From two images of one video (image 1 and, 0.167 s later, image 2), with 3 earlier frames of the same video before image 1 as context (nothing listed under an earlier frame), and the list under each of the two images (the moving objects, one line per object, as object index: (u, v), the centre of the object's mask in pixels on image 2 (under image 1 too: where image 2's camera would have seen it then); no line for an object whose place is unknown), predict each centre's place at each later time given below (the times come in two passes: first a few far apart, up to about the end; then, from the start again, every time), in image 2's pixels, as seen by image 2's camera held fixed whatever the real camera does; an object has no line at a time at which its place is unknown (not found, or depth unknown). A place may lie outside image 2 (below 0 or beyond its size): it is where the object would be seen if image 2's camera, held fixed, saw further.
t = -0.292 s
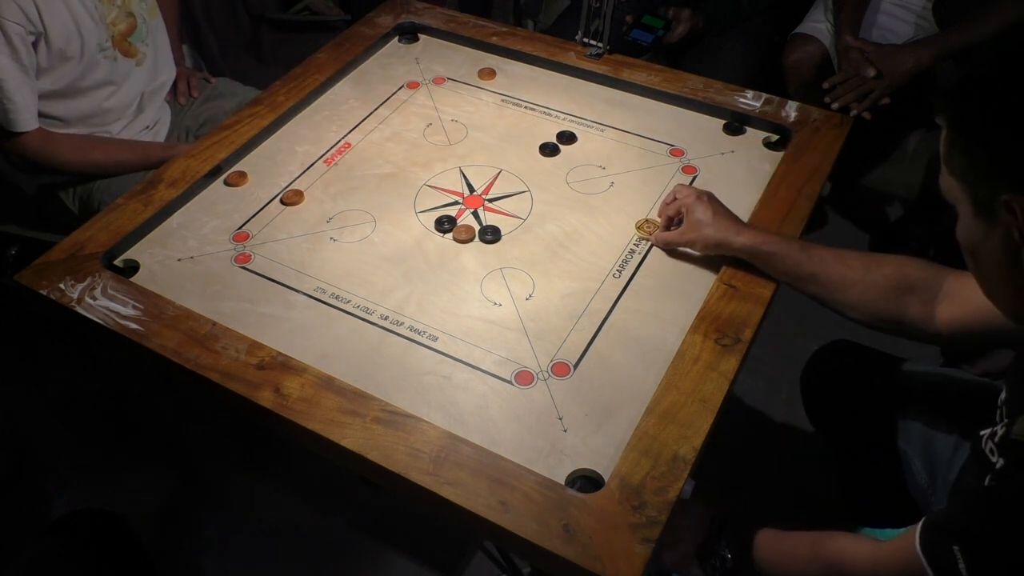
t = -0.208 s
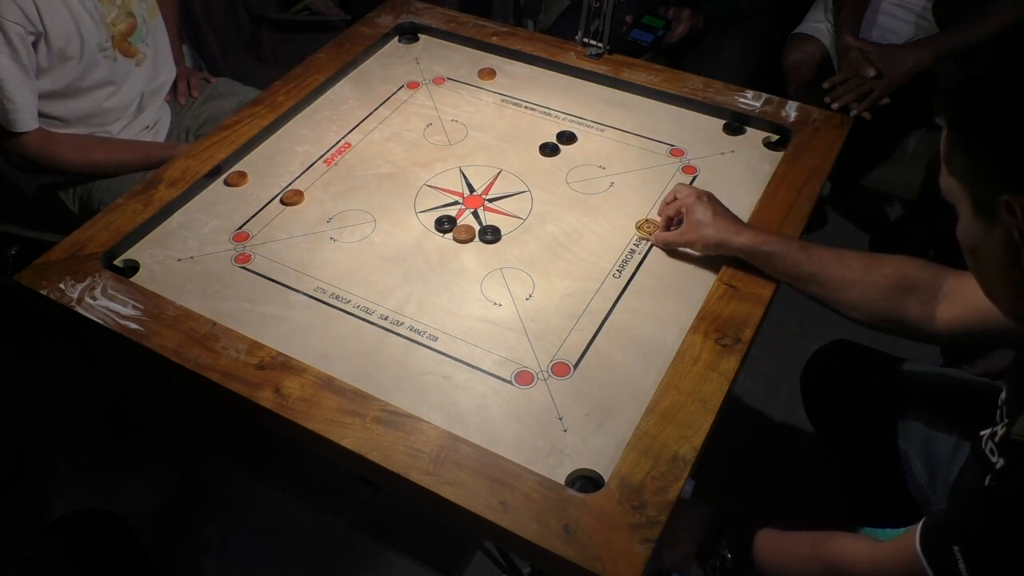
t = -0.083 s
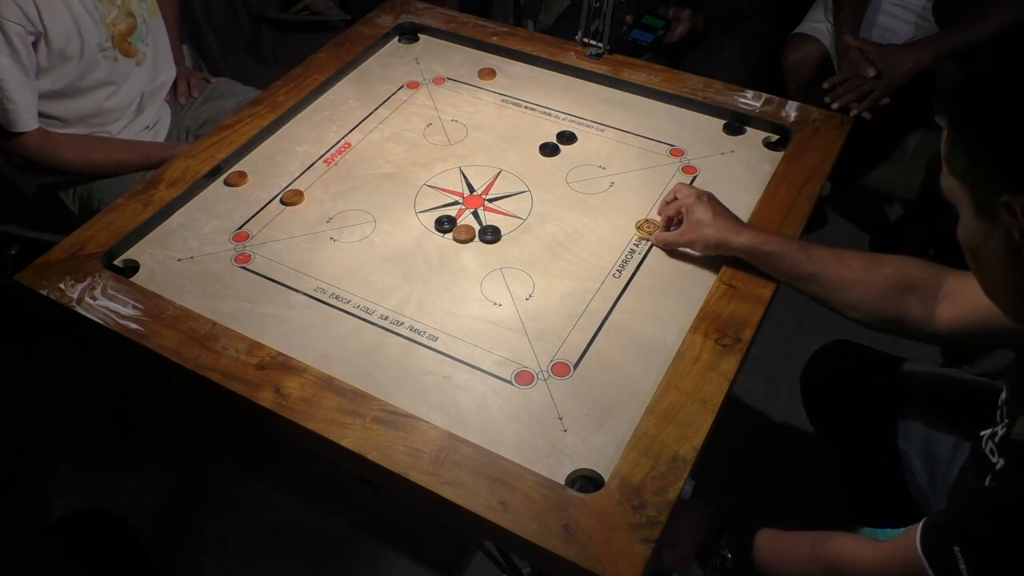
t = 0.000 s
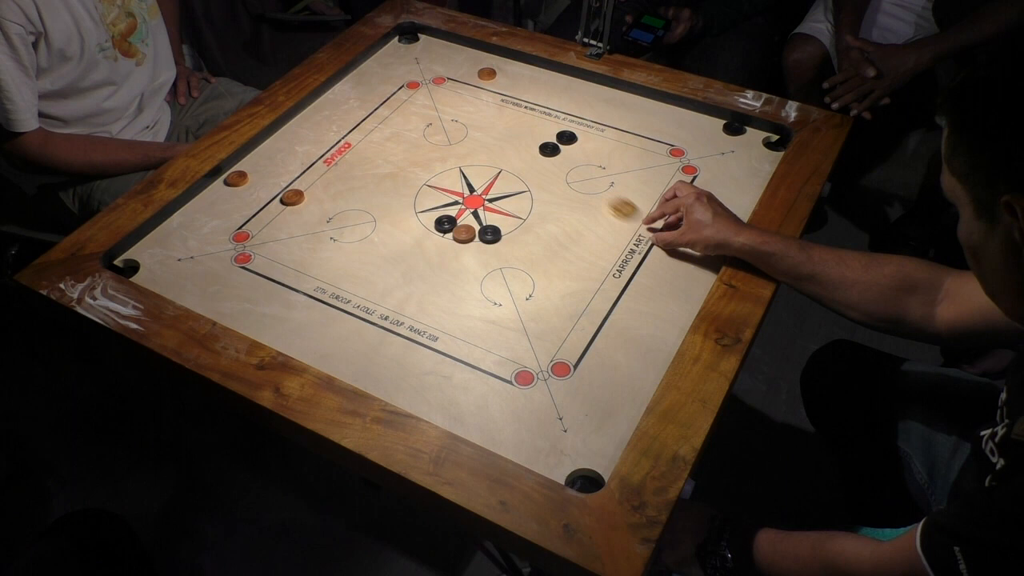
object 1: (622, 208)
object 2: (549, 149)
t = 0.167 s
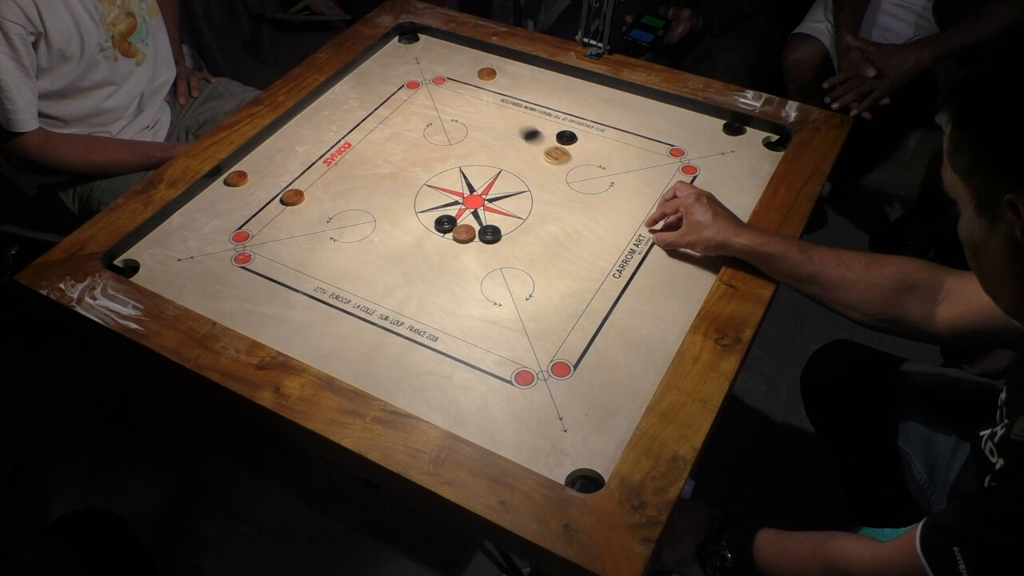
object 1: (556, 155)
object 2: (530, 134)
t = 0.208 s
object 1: (548, 149)
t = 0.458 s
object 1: (518, 123)
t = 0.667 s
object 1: (510, 116)
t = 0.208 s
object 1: (548, 149)
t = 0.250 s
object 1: (541, 143)
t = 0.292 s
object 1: (535, 138)
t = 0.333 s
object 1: (530, 134)
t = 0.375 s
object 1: (525, 130)
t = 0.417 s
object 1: (521, 126)
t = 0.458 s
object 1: (518, 123)
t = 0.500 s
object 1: (515, 121)
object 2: (409, 38)
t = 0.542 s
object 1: (513, 119)
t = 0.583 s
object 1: (511, 117)
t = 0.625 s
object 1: (510, 117)
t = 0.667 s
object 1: (510, 116)
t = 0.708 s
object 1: (510, 116)
